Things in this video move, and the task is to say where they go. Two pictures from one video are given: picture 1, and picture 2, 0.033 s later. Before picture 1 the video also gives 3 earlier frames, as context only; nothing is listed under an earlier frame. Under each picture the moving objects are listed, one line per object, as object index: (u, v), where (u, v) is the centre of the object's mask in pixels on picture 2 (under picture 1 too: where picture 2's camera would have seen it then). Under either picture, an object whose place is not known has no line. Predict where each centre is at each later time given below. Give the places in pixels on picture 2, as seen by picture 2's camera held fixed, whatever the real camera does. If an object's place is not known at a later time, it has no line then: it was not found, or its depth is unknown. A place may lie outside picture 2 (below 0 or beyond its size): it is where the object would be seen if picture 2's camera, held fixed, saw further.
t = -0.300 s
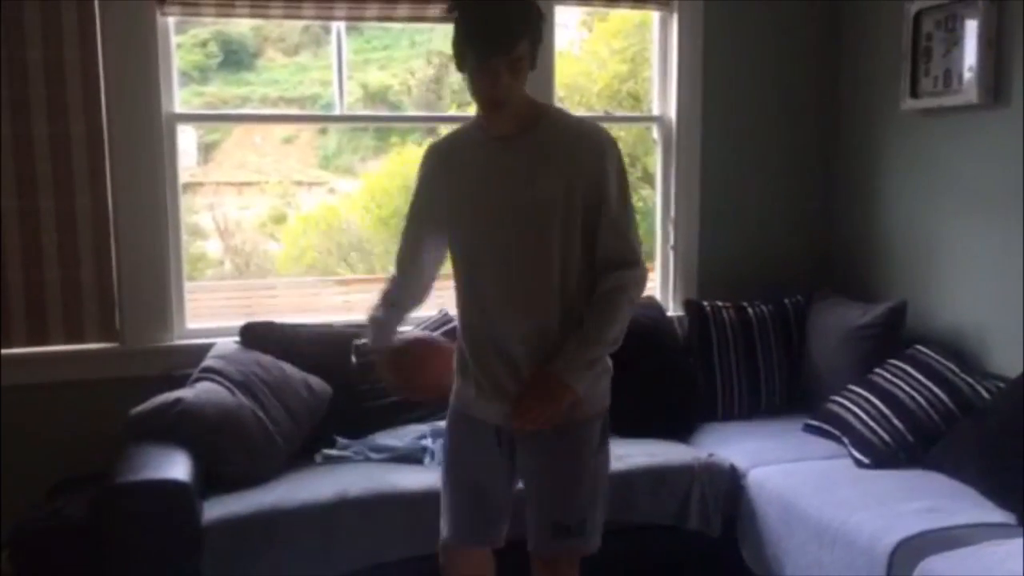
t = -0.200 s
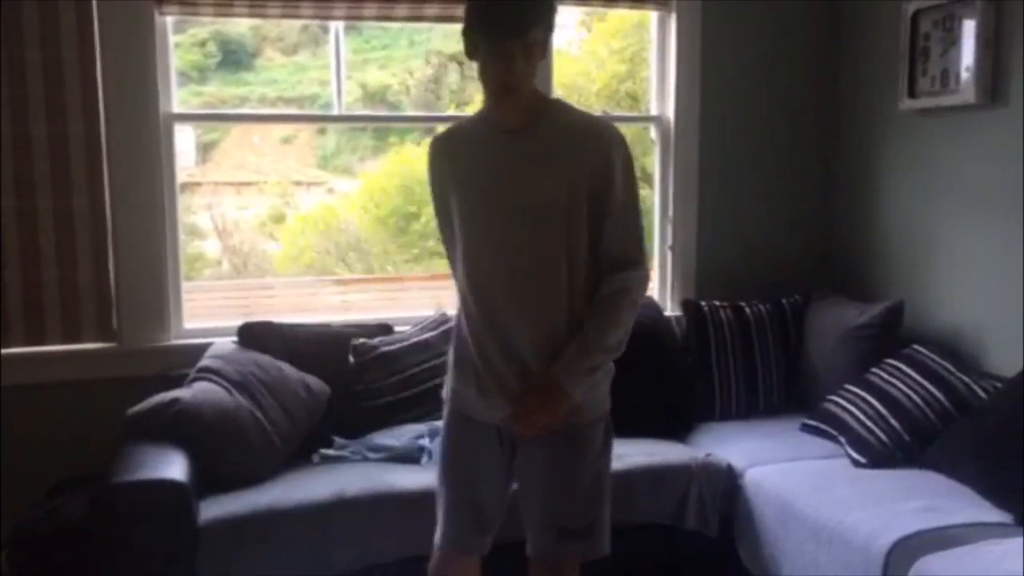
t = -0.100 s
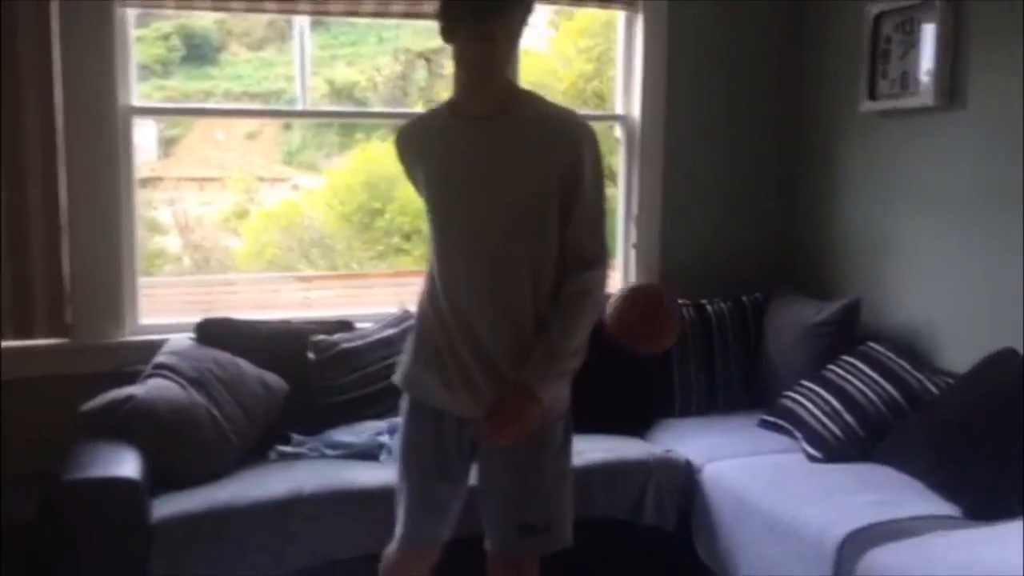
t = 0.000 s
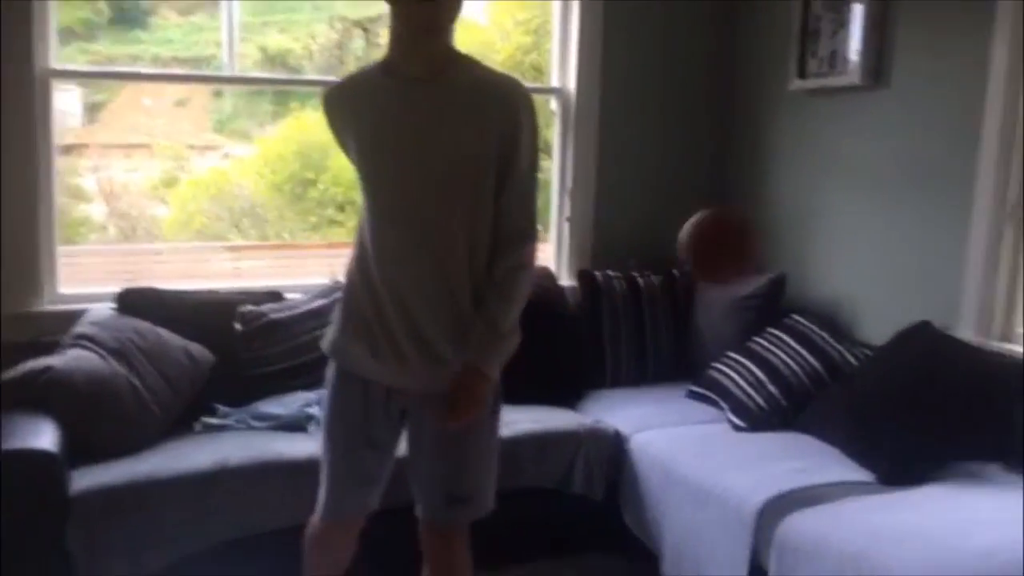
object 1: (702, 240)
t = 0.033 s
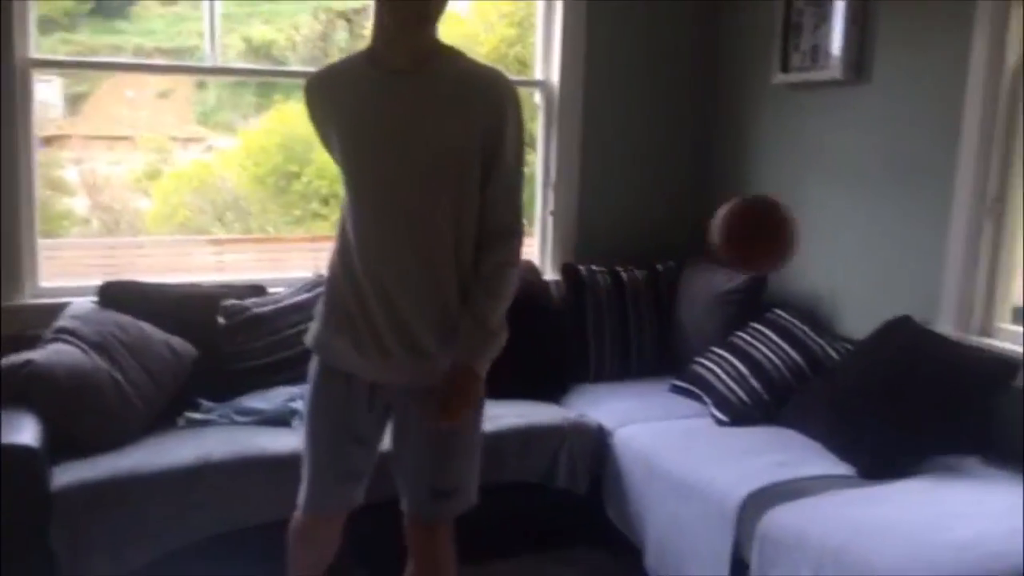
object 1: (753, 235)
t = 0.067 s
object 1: (809, 232)
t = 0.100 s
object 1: (868, 234)
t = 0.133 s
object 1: (923, 243)
